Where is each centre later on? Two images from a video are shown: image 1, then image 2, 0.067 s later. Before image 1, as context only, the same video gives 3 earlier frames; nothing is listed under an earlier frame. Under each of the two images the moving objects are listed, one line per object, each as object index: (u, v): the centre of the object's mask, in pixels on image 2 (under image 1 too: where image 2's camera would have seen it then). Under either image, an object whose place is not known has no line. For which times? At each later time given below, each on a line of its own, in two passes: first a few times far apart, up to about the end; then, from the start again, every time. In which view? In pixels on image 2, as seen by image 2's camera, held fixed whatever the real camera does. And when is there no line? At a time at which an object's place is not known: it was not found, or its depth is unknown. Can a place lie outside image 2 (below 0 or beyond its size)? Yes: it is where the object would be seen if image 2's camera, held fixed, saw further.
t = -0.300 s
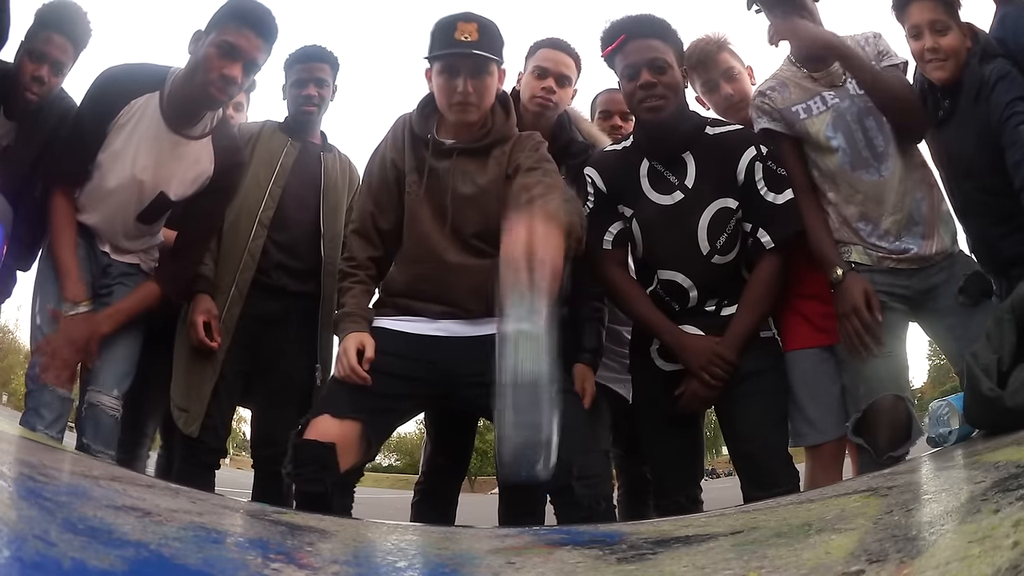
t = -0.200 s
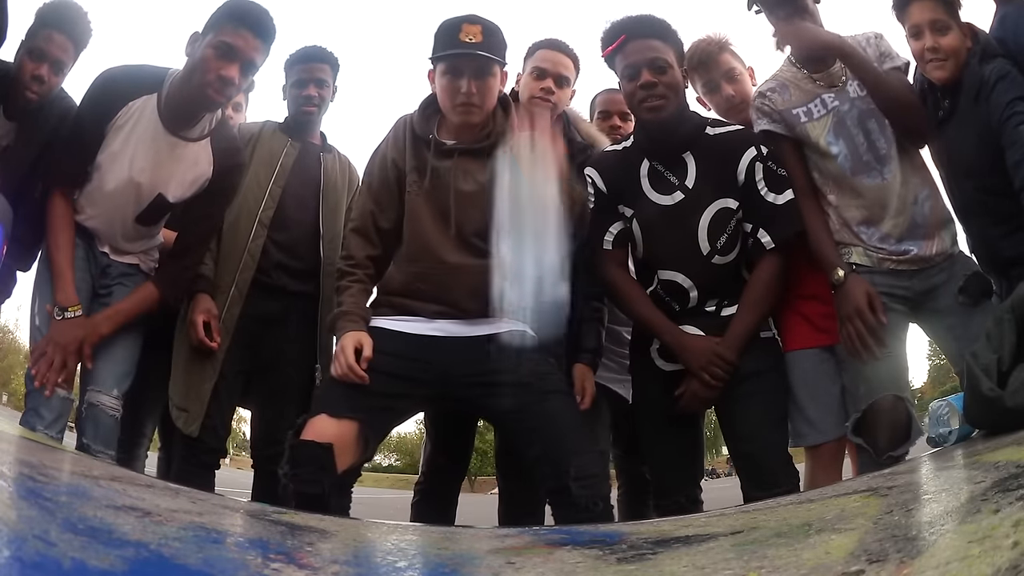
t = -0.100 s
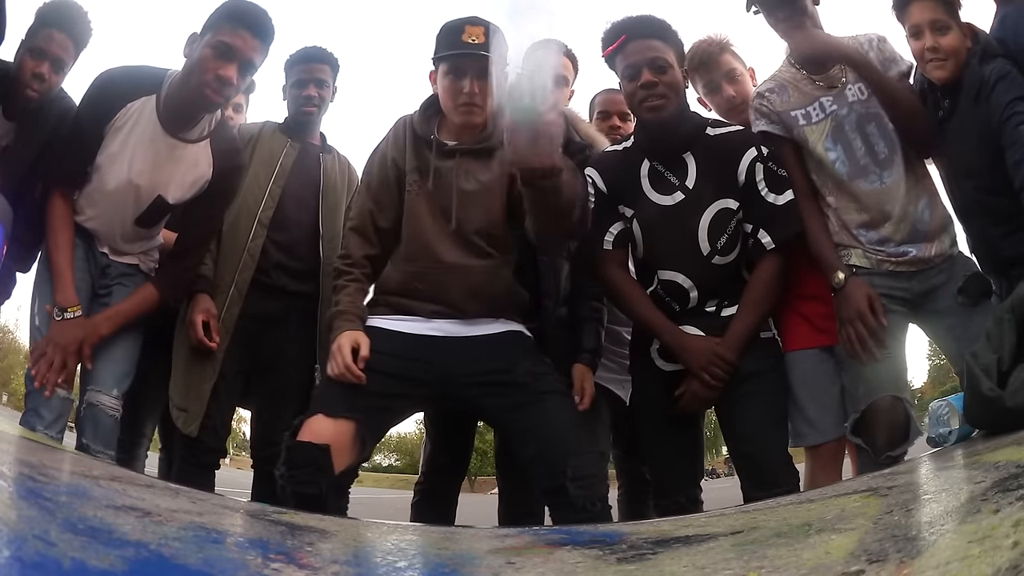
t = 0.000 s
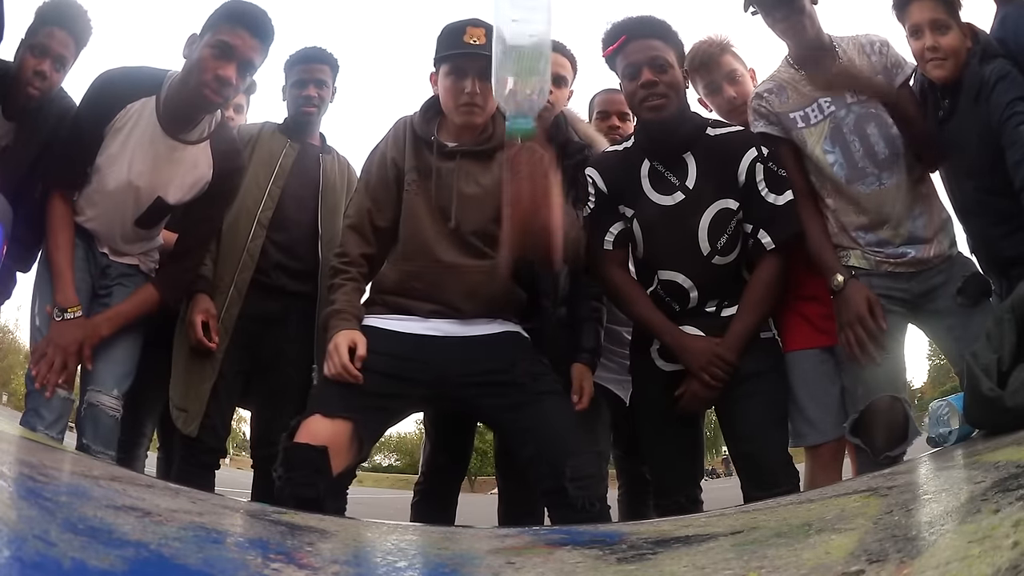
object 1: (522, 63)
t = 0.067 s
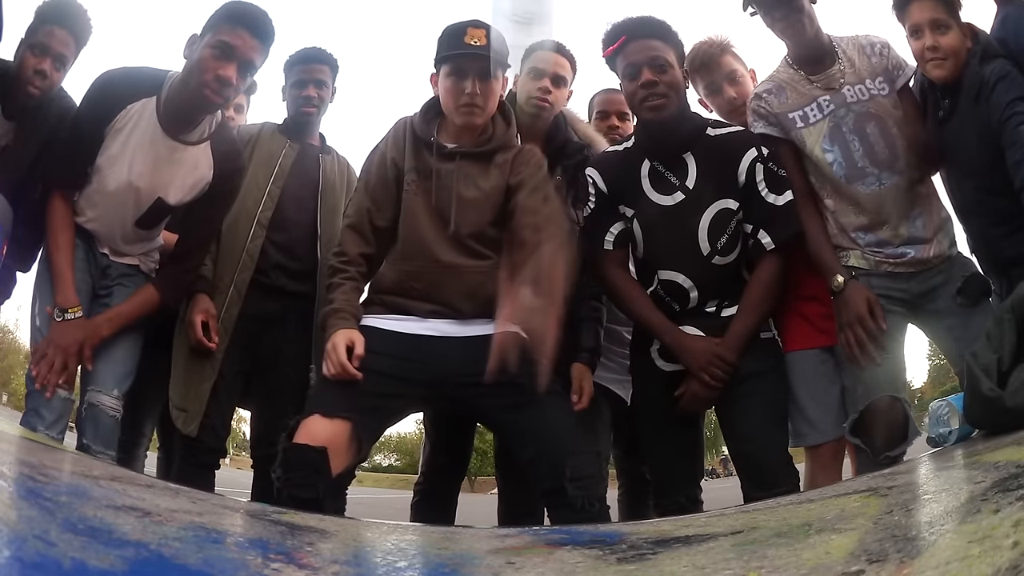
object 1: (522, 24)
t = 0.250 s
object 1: (529, 83)
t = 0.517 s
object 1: (558, 421)
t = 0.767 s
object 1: (575, 442)
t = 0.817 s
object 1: (583, 449)
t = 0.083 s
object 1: (523, 24)
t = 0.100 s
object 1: (521, 23)
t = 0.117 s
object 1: (521, 23)
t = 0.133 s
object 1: (523, 24)
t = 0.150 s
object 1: (522, 24)
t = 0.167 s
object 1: (522, 32)
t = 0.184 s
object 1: (523, 34)
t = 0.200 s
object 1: (526, 52)
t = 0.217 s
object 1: (527, 61)
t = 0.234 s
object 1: (528, 76)
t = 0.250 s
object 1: (529, 83)
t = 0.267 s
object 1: (530, 127)
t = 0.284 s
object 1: (532, 136)
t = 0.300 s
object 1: (532, 180)
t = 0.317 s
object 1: (536, 240)
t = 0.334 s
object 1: (539, 314)
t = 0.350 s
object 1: (539, 348)
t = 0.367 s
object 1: (539, 359)
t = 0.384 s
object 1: (541, 410)
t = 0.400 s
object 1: (542, 411)
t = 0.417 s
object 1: (545, 411)
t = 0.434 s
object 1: (550, 417)
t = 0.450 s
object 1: (551, 417)
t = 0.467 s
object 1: (553, 418)
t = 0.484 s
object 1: (555, 418)
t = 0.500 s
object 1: (556, 417)
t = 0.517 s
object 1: (558, 421)
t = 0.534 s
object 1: (558, 421)
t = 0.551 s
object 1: (559, 422)
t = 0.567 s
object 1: (560, 424)
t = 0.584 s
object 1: (560, 425)
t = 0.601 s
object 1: (560, 427)
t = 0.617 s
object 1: (561, 428)
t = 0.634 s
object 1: (561, 431)
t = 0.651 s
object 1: (562, 431)
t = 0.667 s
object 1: (563, 432)
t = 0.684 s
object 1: (565, 435)
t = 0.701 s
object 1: (566, 435)
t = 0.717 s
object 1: (569, 436)
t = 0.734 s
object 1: (571, 436)
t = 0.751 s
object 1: (573, 438)
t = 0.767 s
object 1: (575, 442)
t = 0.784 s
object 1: (578, 441)
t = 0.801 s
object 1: (580, 448)
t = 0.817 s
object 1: (583, 449)
